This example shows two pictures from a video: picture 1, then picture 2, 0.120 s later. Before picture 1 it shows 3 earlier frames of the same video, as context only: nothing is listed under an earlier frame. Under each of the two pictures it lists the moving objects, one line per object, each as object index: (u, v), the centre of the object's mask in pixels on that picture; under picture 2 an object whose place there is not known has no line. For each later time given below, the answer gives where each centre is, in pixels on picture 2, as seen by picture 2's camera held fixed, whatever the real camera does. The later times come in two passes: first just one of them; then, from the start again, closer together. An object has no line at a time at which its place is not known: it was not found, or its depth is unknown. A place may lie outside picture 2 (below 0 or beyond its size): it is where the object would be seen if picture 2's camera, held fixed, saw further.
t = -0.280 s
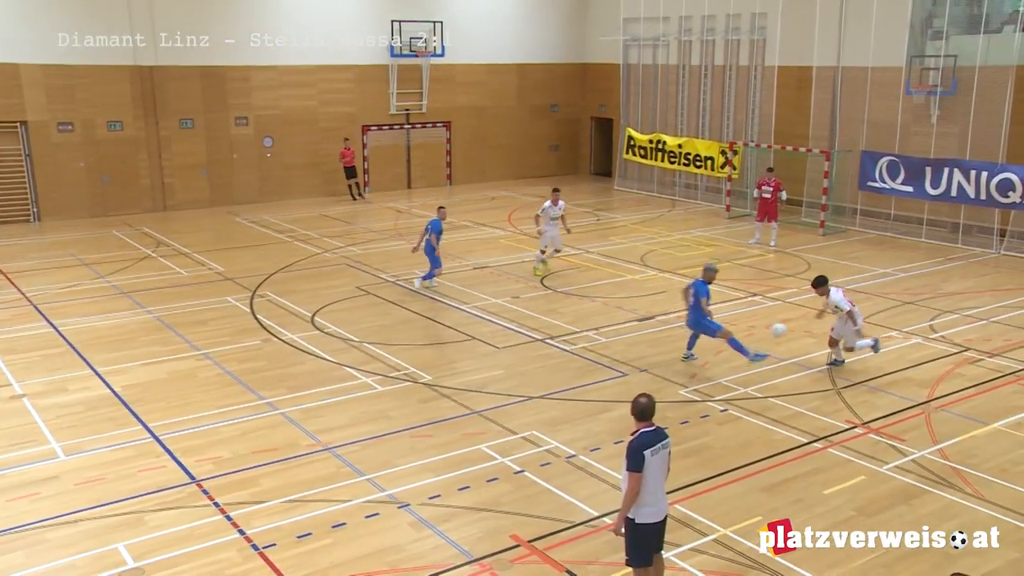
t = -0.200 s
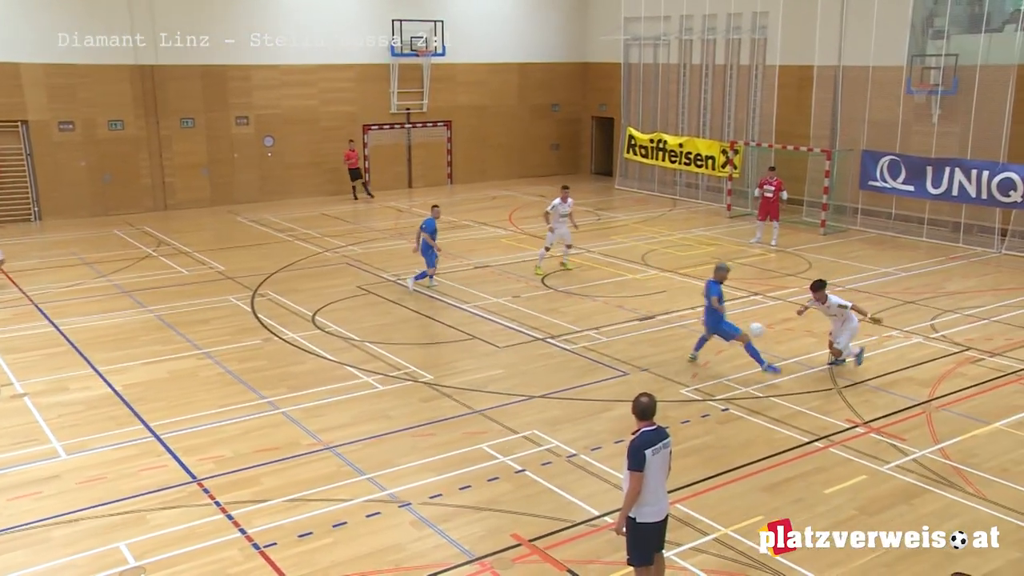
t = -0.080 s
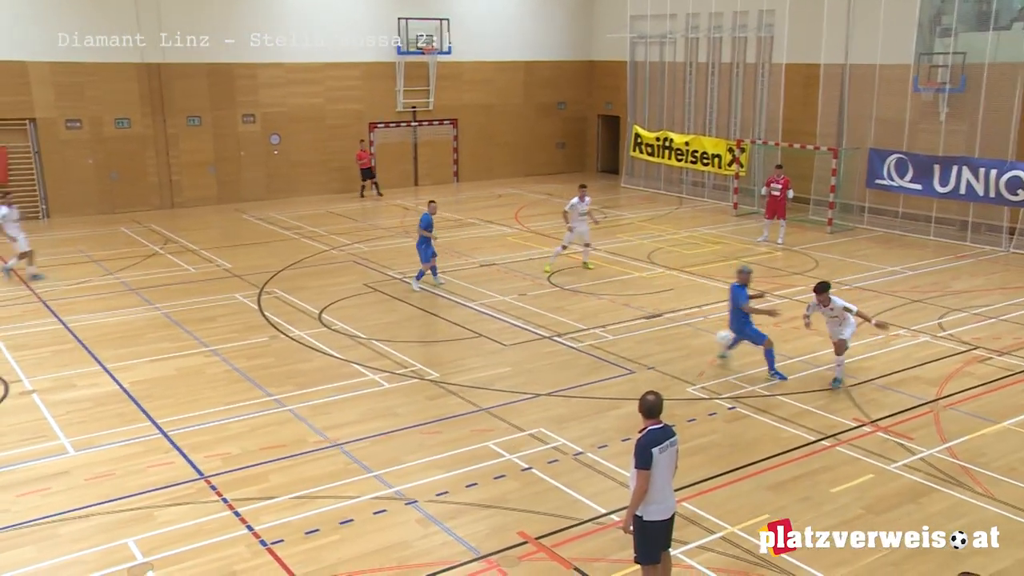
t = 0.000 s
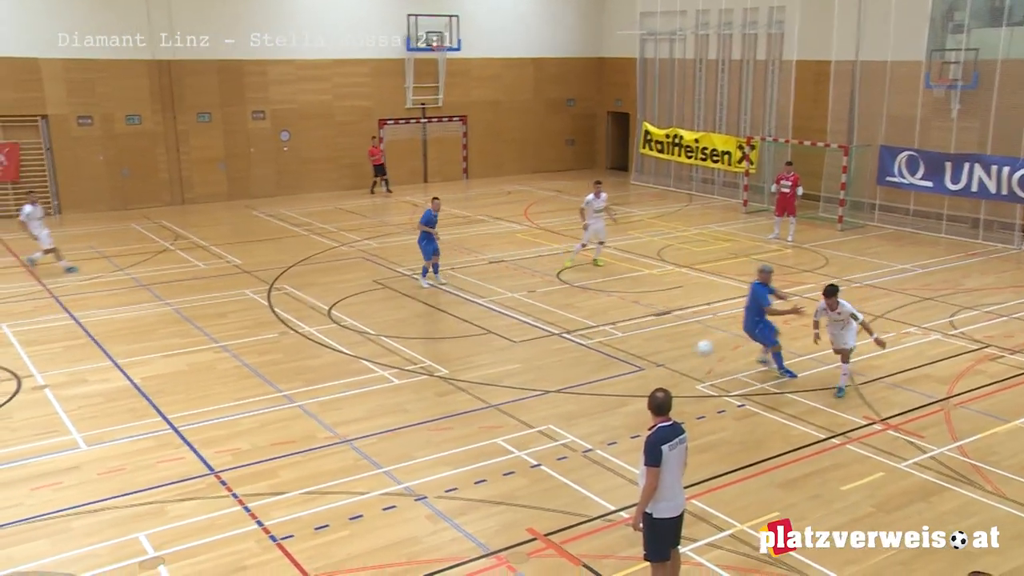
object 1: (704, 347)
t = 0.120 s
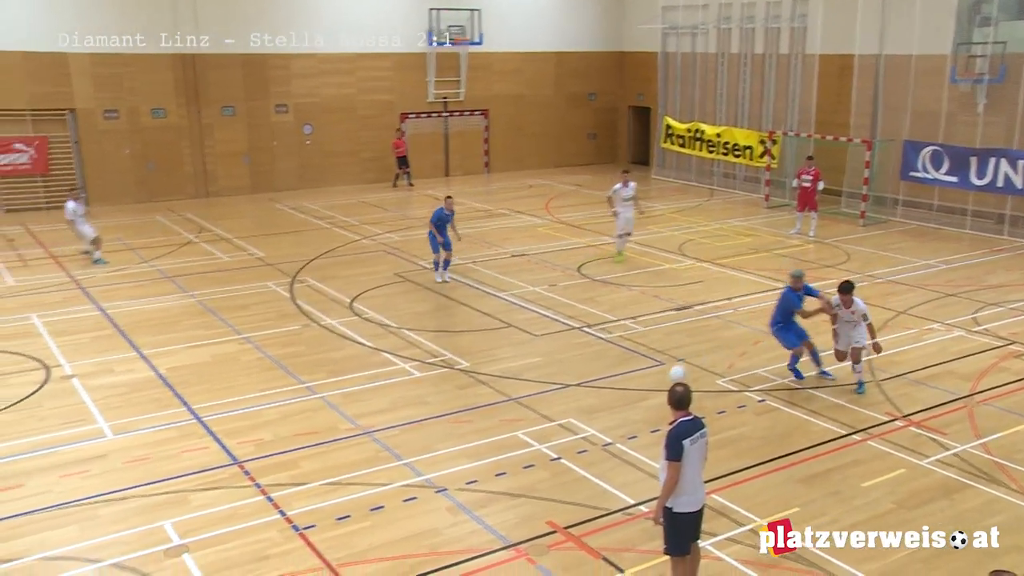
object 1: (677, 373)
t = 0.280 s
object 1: (605, 438)
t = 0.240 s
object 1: (624, 419)
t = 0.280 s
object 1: (605, 438)
